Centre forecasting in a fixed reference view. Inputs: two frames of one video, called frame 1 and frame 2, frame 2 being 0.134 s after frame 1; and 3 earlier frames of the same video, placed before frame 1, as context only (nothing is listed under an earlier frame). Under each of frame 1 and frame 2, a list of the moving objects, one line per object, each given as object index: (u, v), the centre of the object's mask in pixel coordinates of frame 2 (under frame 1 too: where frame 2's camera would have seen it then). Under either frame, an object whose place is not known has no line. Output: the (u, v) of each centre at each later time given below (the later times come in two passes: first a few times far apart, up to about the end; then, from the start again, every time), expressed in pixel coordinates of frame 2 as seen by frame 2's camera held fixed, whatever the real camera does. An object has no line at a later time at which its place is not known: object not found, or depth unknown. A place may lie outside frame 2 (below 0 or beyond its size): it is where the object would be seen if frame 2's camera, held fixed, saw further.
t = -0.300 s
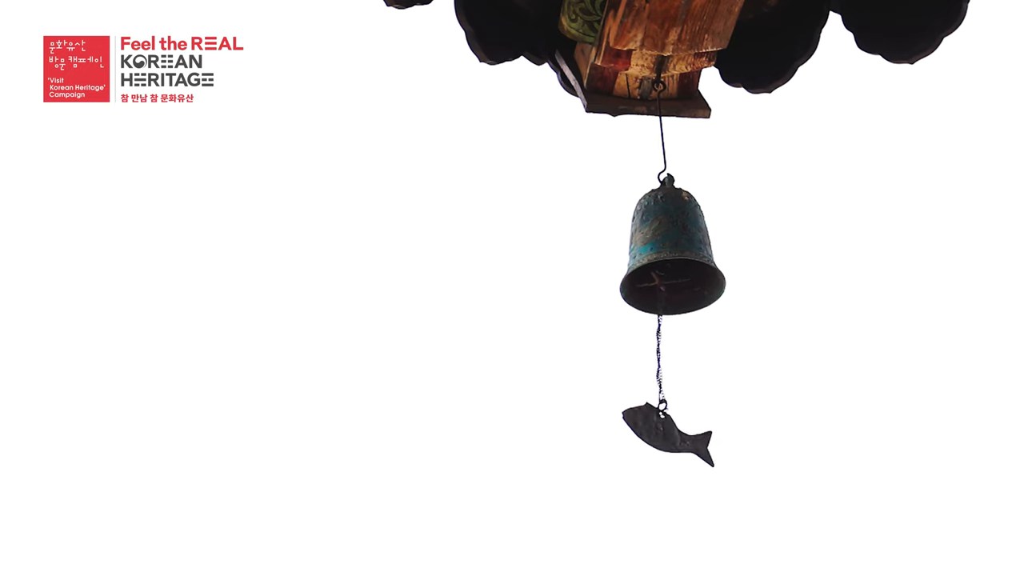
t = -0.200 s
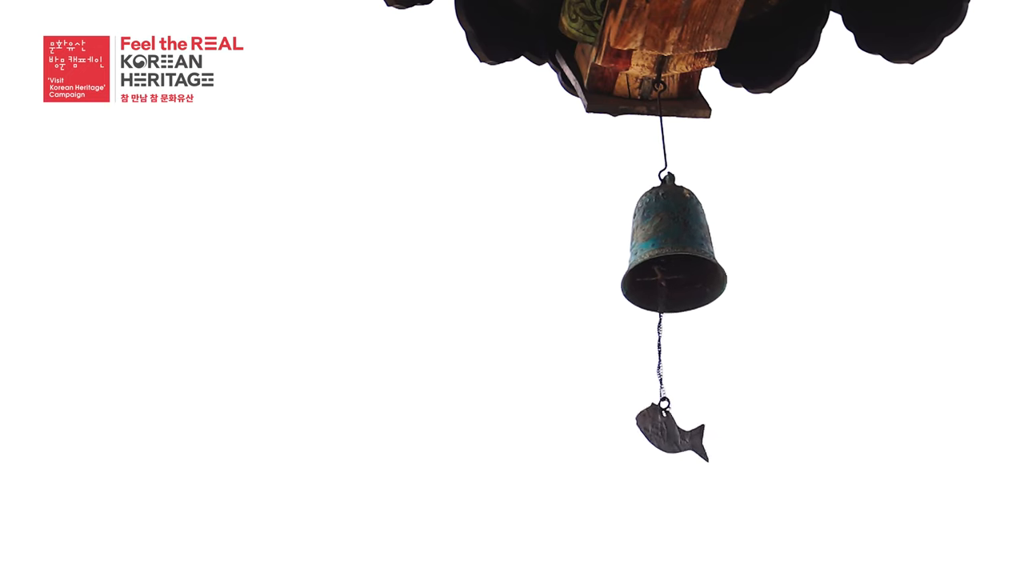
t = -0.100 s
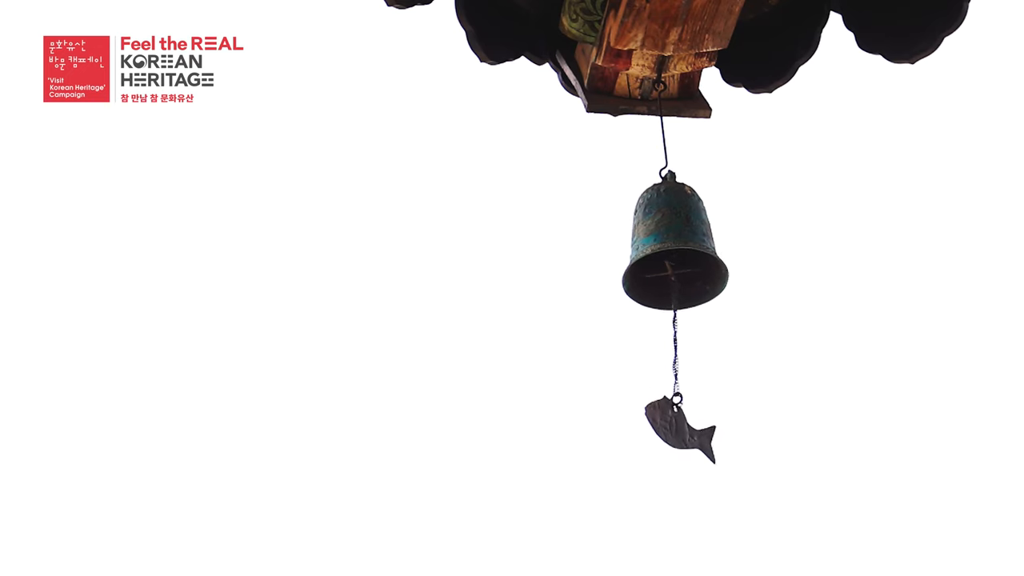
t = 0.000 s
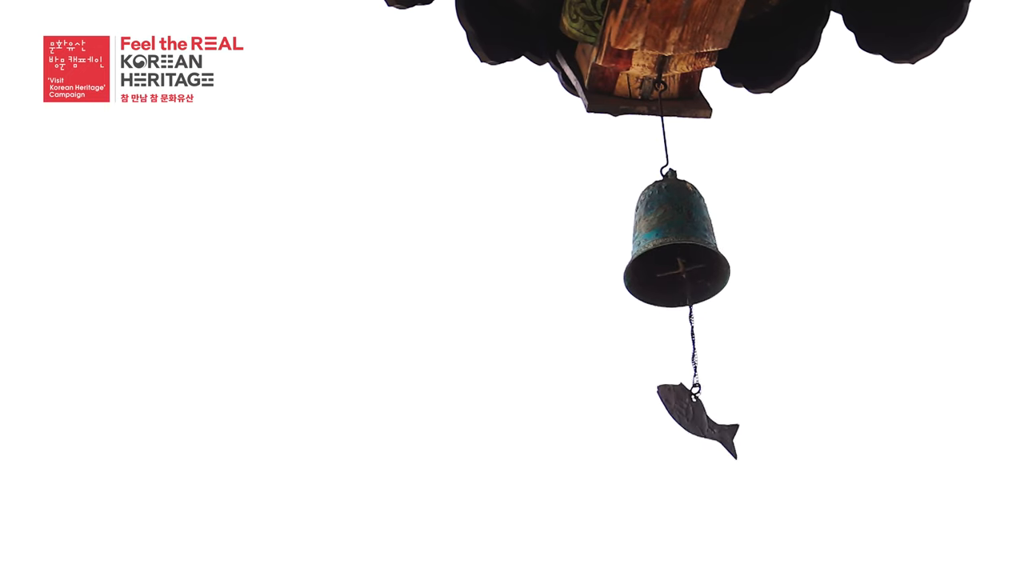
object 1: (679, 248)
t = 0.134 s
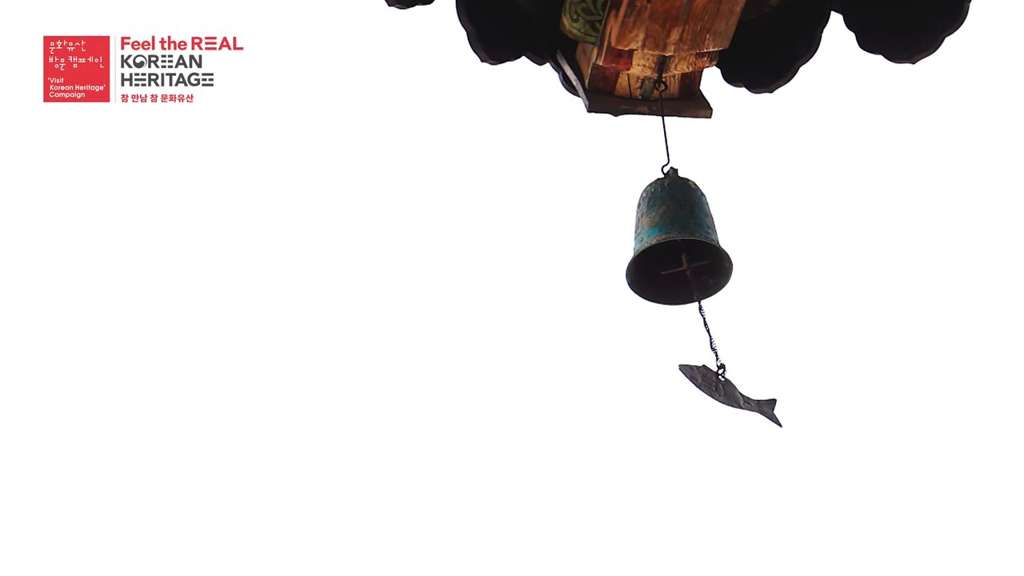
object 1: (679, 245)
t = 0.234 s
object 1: (679, 245)
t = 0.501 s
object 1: (678, 250)
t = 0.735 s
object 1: (674, 254)
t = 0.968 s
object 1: (671, 253)
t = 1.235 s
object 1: (671, 249)
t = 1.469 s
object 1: (675, 247)
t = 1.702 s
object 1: (679, 249)
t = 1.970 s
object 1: (676, 250)
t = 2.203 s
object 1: (670, 250)
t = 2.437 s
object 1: (667, 250)
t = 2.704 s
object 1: (673, 249)
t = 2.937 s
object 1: (680, 248)
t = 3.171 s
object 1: (679, 248)
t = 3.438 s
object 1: (669, 249)
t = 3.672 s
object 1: (662, 251)
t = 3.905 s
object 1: (666, 251)
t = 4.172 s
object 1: (681, 248)
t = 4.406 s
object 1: (684, 247)
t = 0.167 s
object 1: (678, 245)
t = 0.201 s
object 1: (678, 245)
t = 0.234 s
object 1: (679, 245)
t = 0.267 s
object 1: (679, 245)
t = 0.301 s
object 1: (679, 246)
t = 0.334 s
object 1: (679, 246)
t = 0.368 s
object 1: (678, 247)
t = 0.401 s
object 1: (678, 248)
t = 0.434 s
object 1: (678, 248)
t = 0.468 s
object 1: (678, 249)
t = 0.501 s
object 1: (678, 250)
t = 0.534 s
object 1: (677, 251)
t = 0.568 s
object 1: (677, 251)
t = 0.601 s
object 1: (676, 252)
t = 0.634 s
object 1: (676, 252)
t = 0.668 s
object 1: (675, 253)
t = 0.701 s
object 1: (675, 253)
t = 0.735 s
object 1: (674, 254)
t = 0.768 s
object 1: (674, 254)
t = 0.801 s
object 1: (673, 254)
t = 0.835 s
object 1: (673, 254)
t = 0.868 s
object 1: (672, 254)
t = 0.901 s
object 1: (672, 254)
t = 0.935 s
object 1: (671, 253)
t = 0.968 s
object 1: (671, 253)
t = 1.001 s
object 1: (670, 252)
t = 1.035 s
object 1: (670, 252)
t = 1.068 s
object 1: (670, 251)
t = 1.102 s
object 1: (670, 250)
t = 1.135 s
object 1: (670, 250)
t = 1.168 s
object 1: (670, 249)
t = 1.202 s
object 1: (671, 249)
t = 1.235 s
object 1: (671, 249)
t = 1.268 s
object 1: (672, 248)
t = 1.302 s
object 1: (672, 248)
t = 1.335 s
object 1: (673, 248)
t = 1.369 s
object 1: (674, 247)
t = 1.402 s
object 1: (674, 247)
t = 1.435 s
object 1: (675, 247)
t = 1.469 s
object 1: (675, 247)
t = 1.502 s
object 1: (676, 247)
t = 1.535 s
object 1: (677, 248)
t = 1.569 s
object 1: (677, 248)
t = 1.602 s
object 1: (678, 248)
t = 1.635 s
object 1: (678, 248)
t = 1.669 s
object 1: (678, 248)
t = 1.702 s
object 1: (679, 249)
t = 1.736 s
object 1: (679, 249)
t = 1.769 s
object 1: (679, 249)
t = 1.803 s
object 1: (679, 249)
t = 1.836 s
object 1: (678, 249)
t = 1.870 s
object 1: (678, 249)
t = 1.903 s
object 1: (677, 249)
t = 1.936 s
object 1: (676, 250)
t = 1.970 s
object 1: (676, 250)
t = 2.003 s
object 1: (675, 250)
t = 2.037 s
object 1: (674, 250)
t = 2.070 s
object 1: (673, 249)
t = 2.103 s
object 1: (672, 250)
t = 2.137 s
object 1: (671, 250)
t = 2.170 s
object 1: (670, 250)
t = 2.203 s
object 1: (670, 250)
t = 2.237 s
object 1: (669, 250)
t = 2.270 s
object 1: (668, 250)
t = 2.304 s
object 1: (668, 250)
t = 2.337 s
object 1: (668, 250)
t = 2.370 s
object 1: (667, 250)
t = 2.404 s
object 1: (667, 250)
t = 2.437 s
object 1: (667, 250)
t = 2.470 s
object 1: (667, 250)
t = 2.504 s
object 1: (667, 250)
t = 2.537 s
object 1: (668, 250)
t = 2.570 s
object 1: (669, 250)
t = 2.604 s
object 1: (669, 249)
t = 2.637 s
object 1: (670, 249)
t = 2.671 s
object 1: (671, 249)
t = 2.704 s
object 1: (673, 249)
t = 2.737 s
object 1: (674, 249)
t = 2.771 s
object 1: (675, 249)
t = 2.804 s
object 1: (676, 249)
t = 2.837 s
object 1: (677, 249)
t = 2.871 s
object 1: (678, 249)
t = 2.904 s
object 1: (679, 248)
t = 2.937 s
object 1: (680, 248)
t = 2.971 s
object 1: (680, 248)
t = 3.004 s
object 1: (680, 248)
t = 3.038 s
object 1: (681, 248)
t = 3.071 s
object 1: (681, 248)
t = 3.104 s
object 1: (680, 248)
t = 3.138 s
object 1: (680, 248)
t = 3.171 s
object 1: (679, 248)
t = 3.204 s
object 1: (679, 248)
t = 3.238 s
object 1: (677, 248)
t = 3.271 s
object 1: (676, 248)
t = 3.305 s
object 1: (675, 248)
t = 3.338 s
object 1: (673, 249)
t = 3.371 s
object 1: (672, 249)
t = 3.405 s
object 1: (670, 249)
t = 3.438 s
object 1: (669, 249)
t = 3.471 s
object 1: (668, 249)
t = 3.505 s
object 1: (666, 249)
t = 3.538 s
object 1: (665, 250)
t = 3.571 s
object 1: (664, 250)
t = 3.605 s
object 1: (663, 250)
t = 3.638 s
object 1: (662, 251)
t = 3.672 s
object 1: (662, 251)
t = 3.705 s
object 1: (662, 251)
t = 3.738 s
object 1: (662, 251)
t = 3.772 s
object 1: (662, 251)
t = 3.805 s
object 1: (663, 251)
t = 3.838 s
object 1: (664, 251)
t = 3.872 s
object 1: (665, 251)
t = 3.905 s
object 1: (666, 251)
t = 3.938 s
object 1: (668, 250)
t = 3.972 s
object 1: (670, 250)
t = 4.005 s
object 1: (672, 250)
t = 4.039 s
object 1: (674, 250)
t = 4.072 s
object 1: (676, 249)
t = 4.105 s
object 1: (678, 249)
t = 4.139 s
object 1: (680, 249)
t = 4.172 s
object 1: (681, 248)
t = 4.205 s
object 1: (683, 248)
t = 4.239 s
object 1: (684, 248)
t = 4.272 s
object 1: (684, 247)
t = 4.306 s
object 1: (685, 247)
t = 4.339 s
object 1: (685, 247)
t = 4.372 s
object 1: (685, 247)
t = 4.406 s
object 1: (684, 247)
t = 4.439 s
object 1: (683, 248)
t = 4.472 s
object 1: (682, 248)
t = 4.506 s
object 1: (680, 248)
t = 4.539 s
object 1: (678, 248)
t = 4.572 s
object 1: (677, 249)
